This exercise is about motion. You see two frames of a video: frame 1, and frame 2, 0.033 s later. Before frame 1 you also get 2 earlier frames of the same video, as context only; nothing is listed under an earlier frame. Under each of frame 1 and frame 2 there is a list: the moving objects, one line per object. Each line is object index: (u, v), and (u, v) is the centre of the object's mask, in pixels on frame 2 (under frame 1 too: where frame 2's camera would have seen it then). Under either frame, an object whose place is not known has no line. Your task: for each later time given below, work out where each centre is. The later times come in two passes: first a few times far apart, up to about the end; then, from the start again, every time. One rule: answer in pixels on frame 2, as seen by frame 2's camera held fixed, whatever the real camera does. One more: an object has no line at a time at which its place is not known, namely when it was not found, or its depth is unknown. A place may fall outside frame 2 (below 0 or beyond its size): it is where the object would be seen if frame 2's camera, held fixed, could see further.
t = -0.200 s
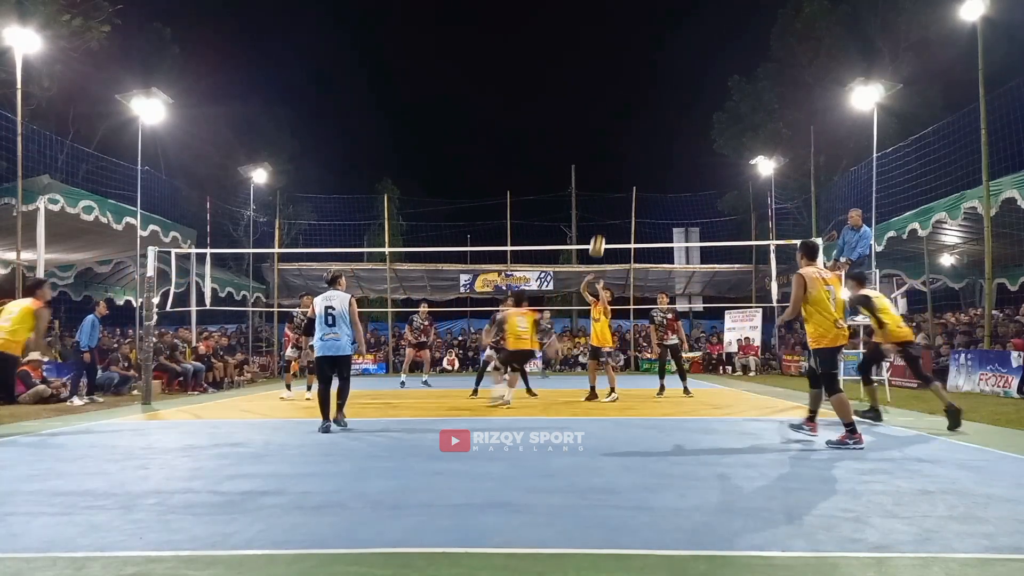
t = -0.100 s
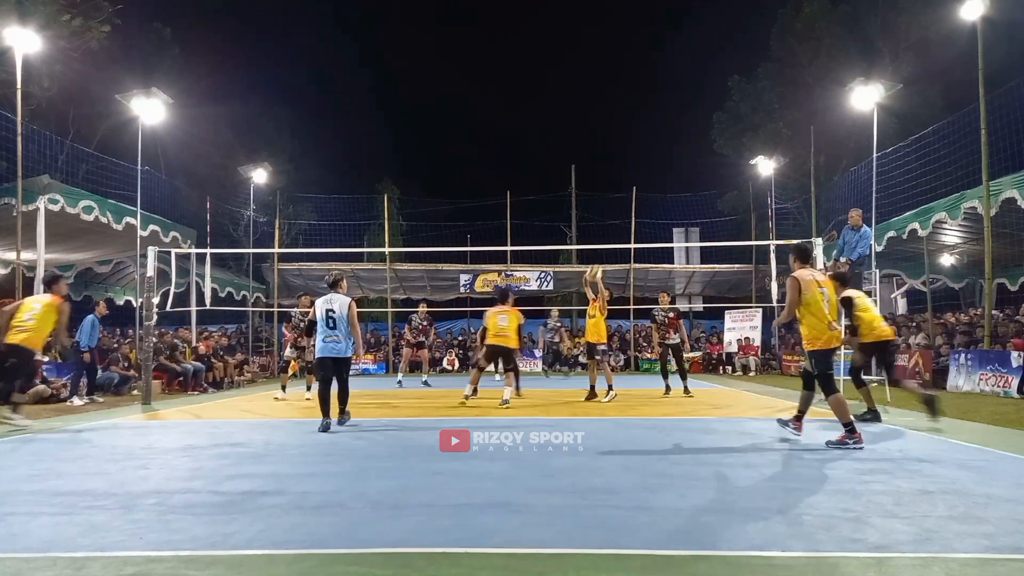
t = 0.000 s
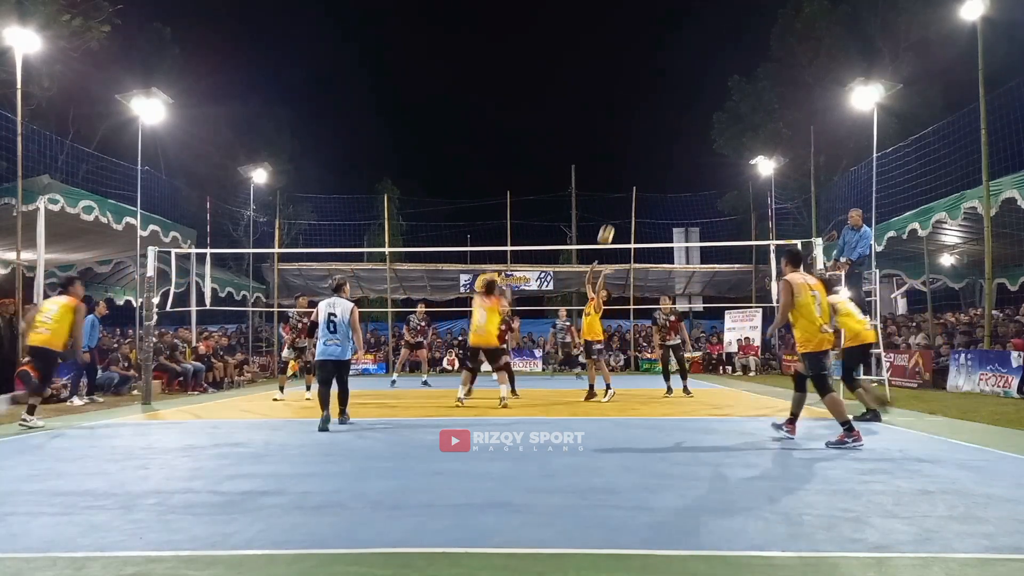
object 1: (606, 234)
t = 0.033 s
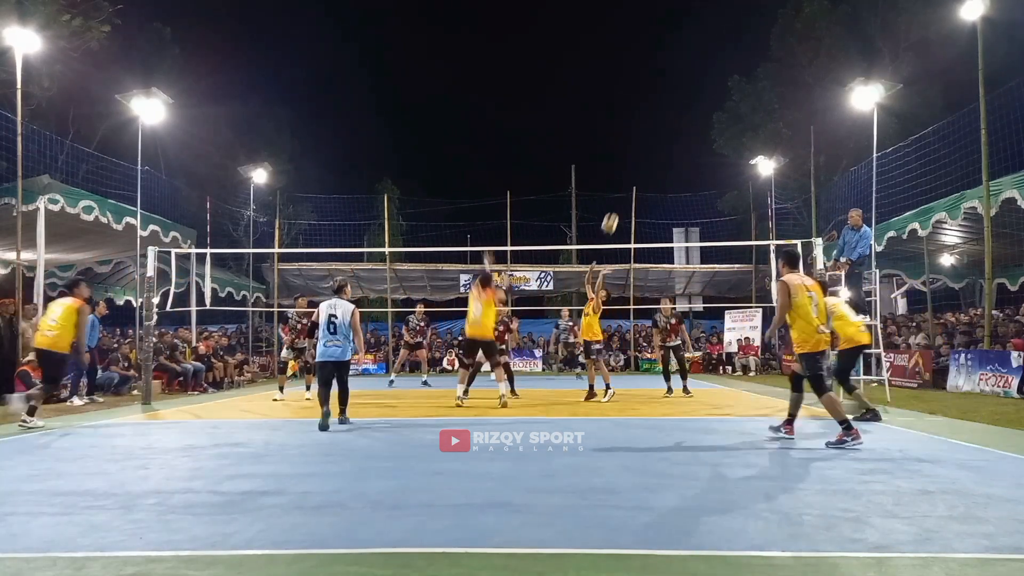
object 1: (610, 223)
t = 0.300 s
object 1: (641, 152)
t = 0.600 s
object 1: (675, 127)
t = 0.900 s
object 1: (709, 158)
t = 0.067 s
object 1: (614, 212)
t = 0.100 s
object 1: (618, 200)
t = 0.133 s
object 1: (622, 191)
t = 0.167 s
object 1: (626, 182)
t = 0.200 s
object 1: (630, 173)
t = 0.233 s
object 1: (633, 166)
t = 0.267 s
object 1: (637, 159)
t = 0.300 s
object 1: (641, 152)
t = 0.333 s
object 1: (645, 146)
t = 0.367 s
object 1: (649, 141)
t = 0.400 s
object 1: (652, 137)
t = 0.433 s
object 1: (656, 134)
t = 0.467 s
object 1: (660, 131)
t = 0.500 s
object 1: (663, 129)
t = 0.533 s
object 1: (667, 128)
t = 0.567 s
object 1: (671, 127)
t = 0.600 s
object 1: (675, 127)
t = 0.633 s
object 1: (678, 128)
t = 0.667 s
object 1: (682, 129)
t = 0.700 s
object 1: (686, 131)
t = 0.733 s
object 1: (690, 134)
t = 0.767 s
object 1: (693, 138)
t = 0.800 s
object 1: (697, 142)
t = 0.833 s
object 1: (701, 147)
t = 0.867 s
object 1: (705, 152)
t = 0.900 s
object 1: (709, 158)
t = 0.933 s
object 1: (712, 166)
